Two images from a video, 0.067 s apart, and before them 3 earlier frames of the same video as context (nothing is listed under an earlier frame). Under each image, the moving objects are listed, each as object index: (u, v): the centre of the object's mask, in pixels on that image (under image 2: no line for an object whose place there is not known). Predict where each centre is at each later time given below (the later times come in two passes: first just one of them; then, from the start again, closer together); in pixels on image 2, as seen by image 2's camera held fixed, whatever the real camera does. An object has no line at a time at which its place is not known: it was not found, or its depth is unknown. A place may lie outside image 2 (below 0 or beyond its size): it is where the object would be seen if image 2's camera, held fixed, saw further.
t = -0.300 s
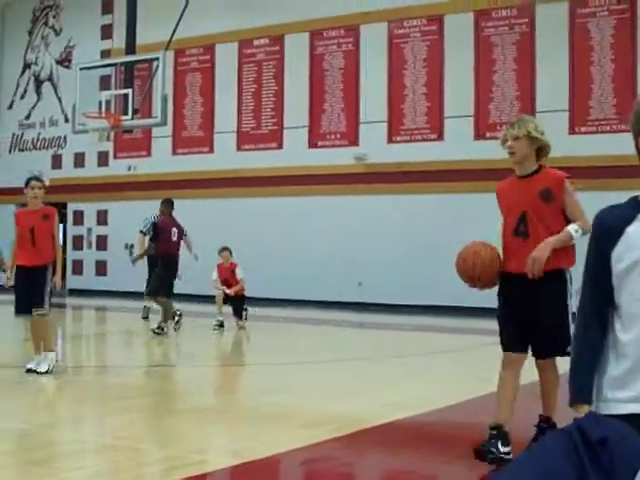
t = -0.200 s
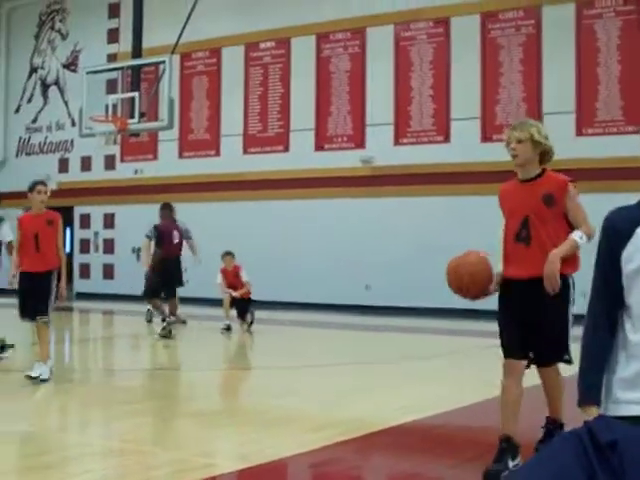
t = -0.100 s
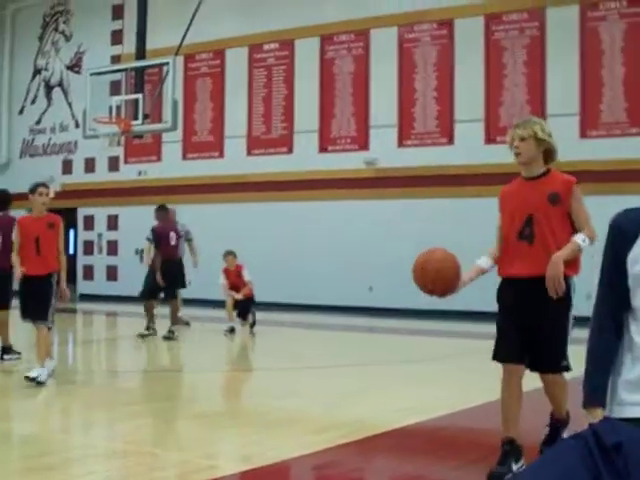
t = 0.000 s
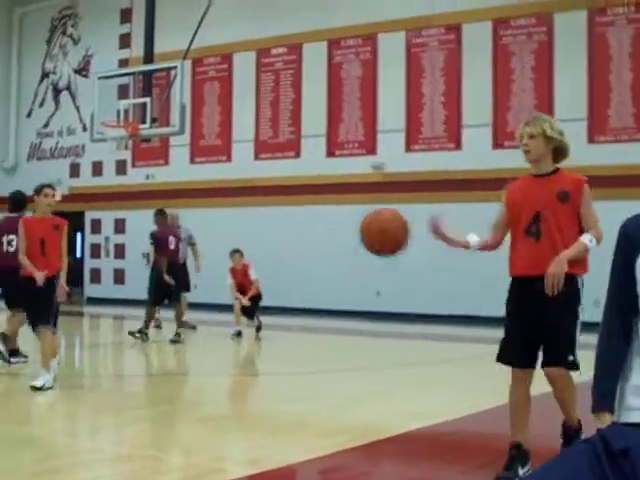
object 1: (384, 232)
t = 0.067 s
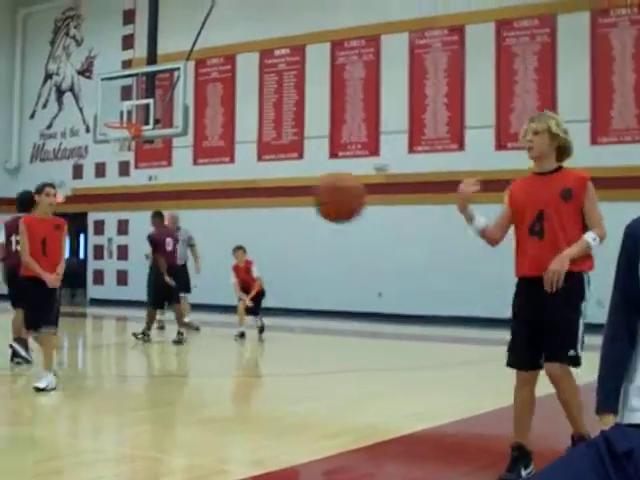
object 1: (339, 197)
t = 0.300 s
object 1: (141, 137)
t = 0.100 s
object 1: (313, 182)
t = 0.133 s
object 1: (287, 168)
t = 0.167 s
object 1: (259, 158)
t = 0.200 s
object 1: (232, 150)
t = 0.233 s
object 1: (203, 144)
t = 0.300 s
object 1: (141, 137)
